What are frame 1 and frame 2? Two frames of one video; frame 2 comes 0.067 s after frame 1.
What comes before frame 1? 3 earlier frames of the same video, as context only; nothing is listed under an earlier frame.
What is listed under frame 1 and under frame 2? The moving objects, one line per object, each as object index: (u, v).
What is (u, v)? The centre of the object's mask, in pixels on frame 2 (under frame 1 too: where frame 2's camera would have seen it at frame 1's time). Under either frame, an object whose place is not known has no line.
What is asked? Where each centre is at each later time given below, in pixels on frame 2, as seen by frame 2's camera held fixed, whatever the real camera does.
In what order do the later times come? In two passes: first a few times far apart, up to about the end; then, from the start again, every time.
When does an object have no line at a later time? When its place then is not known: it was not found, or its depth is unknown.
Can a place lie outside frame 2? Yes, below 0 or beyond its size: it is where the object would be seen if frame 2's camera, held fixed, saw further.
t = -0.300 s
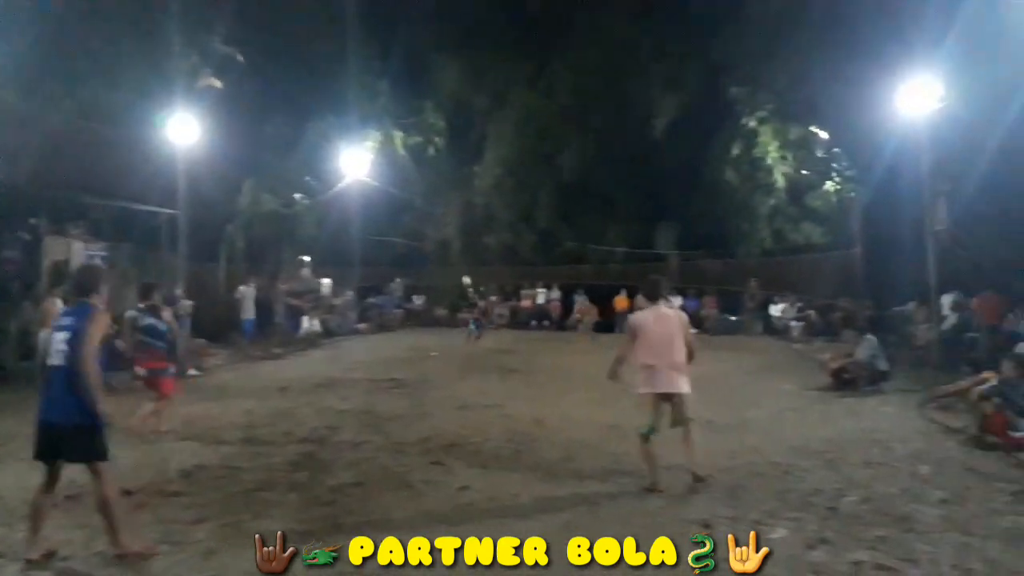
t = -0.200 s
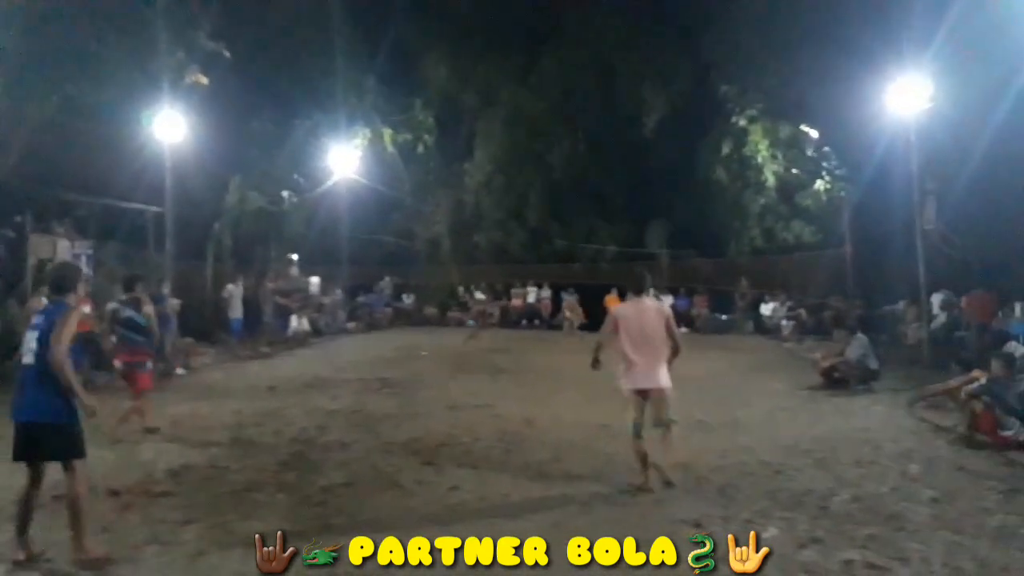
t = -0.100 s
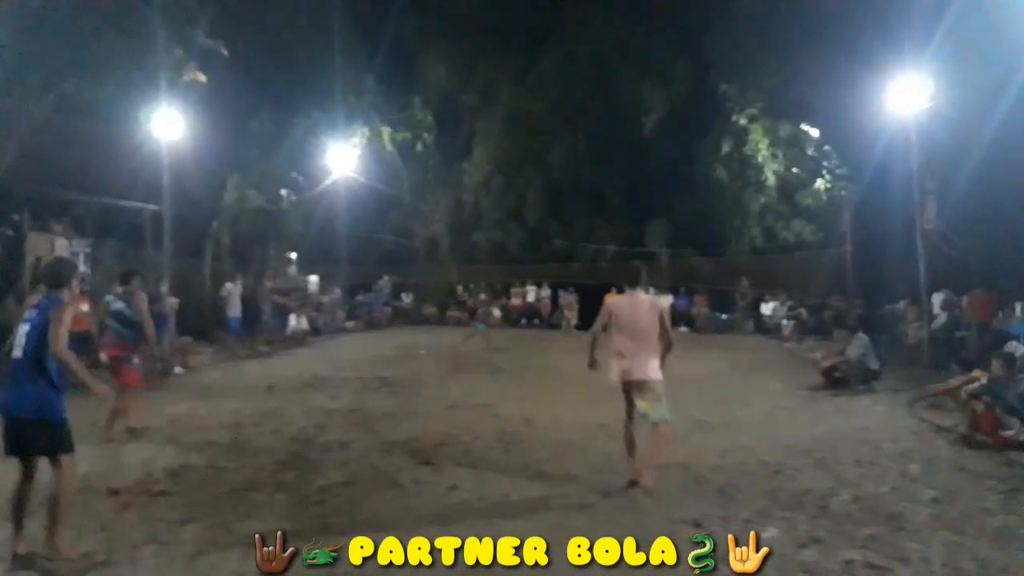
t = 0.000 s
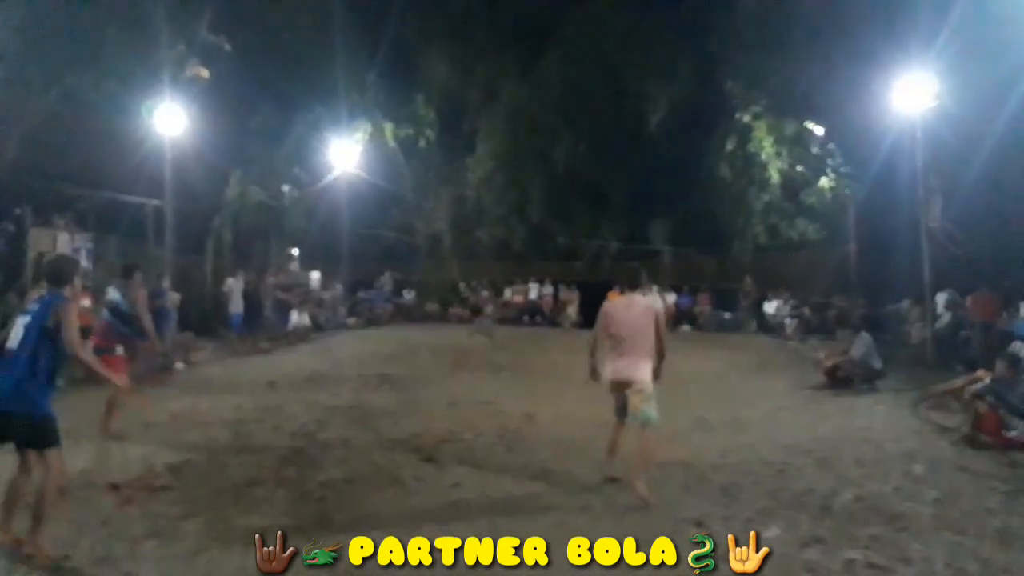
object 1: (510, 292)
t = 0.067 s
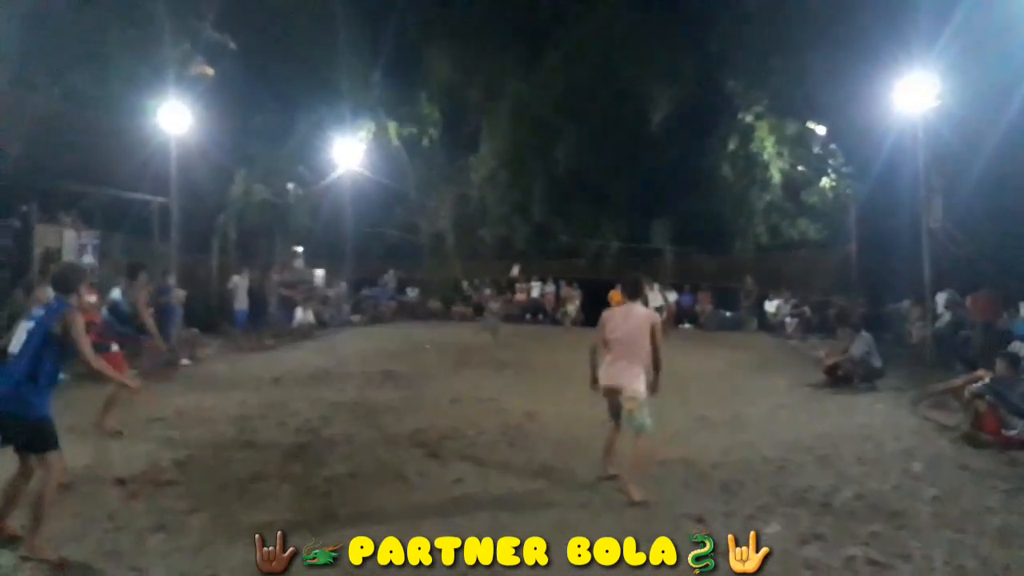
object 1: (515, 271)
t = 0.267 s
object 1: (530, 212)
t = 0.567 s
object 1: (562, 136)
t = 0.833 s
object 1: (606, 95)
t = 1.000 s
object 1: (644, 94)
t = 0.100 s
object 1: (517, 261)
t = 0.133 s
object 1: (519, 251)
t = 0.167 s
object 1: (521, 241)
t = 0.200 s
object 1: (524, 231)
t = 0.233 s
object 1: (526, 222)
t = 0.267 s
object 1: (530, 212)
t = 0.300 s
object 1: (533, 202)
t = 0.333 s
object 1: (536, 193)
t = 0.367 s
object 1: (539, 185)
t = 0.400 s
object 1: (542, 176)
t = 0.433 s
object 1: (546, 167)
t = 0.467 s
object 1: (550, 159)
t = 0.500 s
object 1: (553, 151)
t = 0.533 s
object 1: (558, 143)
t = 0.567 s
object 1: (562, 136)
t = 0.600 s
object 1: (566, 128)
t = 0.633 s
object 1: (571, 122)
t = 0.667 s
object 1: (576, 116)
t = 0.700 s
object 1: (581, 110)
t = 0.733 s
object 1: (587, 105)
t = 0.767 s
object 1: (593, 101)
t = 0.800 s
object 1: (599, 97)
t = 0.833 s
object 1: (606, 95)
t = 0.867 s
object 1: (613, 93)
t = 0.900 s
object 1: (620, 91)
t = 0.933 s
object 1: (628, 91)
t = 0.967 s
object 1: (636, 92)
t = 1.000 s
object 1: (644, 94)
